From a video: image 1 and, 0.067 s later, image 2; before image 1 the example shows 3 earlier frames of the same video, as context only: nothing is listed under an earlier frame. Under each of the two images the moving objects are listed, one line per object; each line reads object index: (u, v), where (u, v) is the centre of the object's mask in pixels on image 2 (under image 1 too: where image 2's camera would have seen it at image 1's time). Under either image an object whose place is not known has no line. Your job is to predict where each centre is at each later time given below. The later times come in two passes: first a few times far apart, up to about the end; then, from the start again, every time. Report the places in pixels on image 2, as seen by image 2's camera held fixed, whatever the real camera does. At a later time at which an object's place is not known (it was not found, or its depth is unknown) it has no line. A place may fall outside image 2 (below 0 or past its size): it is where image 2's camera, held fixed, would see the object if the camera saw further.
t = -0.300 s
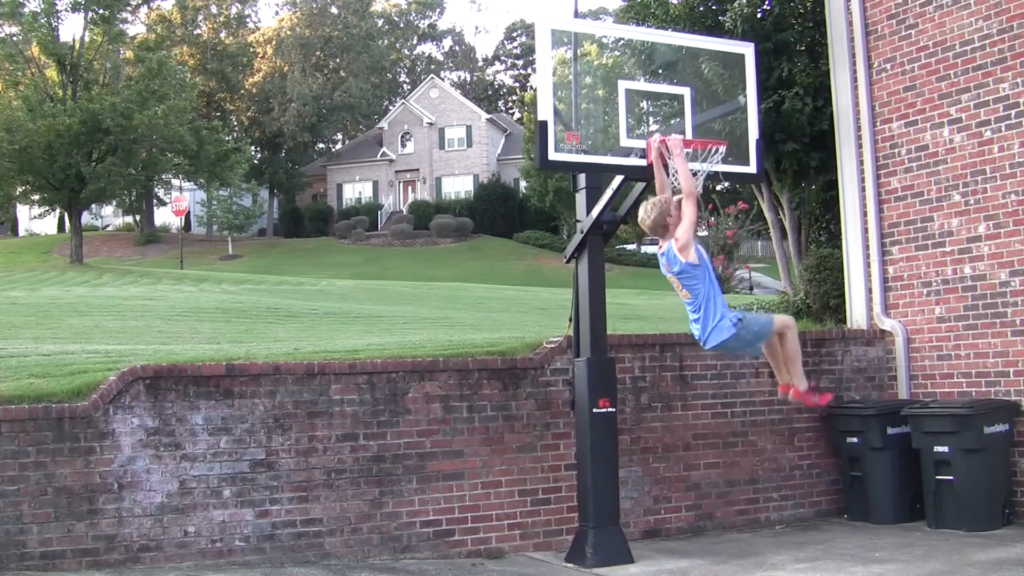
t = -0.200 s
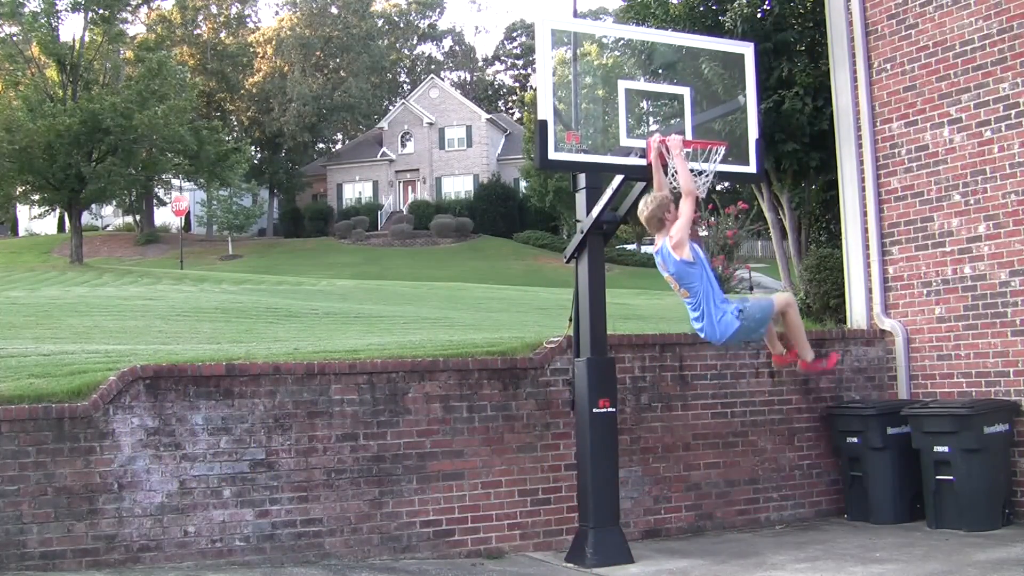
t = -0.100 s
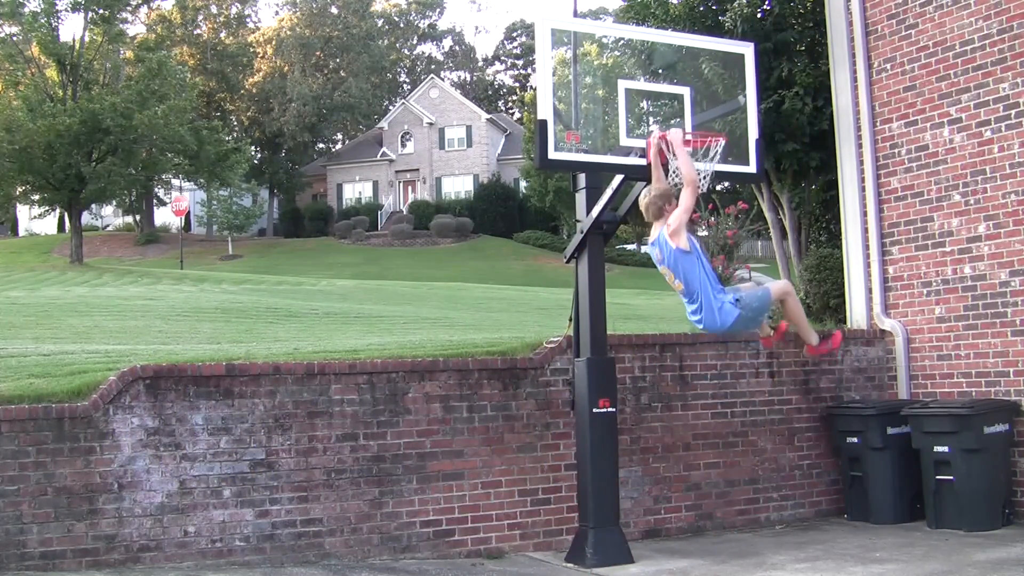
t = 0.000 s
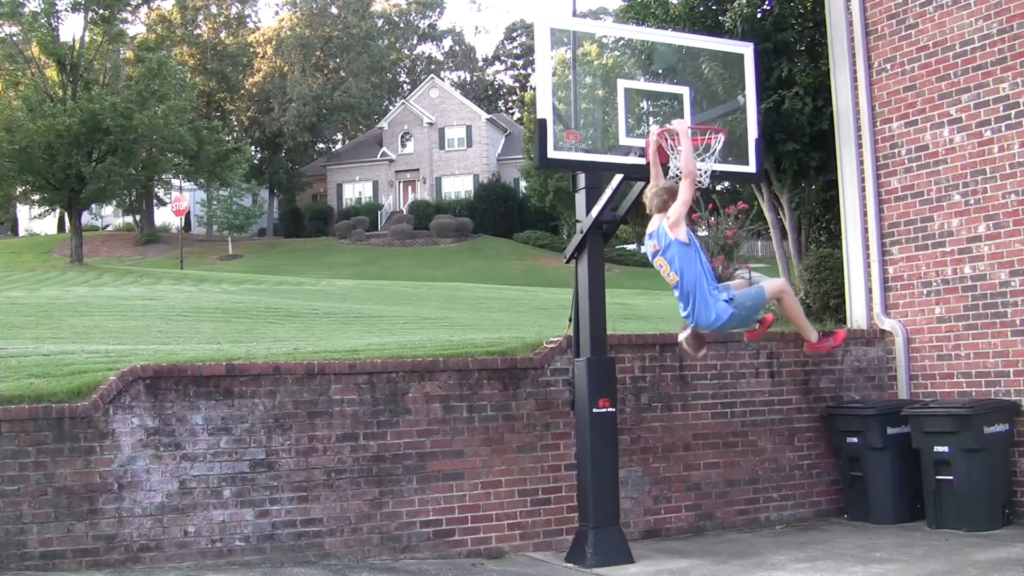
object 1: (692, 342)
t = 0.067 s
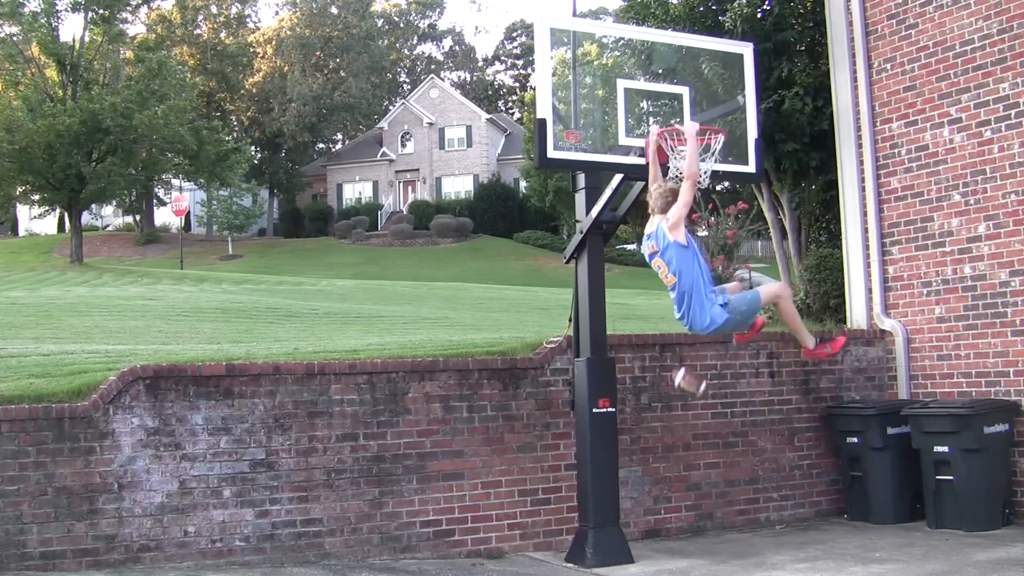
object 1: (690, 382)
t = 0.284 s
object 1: (685, 555)
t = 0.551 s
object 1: (781, 493)
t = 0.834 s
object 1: (885, 519)
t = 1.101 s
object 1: (979, 515)
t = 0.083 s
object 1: (688, 393)
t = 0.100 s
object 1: (688, 405)
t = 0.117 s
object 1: (688, 416)
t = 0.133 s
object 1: (687, 430)
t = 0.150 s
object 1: (687, 442)
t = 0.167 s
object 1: (687, 456)
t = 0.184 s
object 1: (686, 468)
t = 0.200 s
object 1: (686, 481)
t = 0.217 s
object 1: (686, 496)
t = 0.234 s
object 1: (685, 510)
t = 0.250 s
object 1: (685, 525)
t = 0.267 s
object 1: (685, 540)
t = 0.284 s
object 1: (685, 555)
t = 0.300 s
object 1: (687, 562)
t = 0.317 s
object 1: (694, 554)
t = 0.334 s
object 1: (701, 547)
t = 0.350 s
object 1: (706, 540)
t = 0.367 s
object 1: (712, 533)
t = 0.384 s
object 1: (718, 529)
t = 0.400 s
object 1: (725, 522)
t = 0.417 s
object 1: (730, 517)
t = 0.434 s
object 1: (735, 515)
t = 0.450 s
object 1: (746, 514)
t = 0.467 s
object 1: (751, 505)
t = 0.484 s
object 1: (755, 502)
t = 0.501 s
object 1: (761, 500)
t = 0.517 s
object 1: (768, 497)
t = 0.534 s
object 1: (774, 495)
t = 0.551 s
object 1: (781, 493)
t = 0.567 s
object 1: (787, 490)
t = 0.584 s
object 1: (793, 490)
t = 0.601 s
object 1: (799, 489)
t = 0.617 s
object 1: (806, 489)
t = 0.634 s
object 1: (812, 489)
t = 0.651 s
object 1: (818, 489)
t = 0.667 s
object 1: (823, 490)
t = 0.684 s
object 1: (830, 492)
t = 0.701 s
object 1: (837, 493)
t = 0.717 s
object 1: (844, 496)
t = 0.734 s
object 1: (849, 497)
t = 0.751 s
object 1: (855, 500)
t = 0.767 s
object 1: (861, 503)
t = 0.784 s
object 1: (867, 505)
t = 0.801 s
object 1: (873, 510)
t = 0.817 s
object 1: (879, 515)
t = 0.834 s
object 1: (885, 519)
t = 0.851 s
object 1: (892, 524)
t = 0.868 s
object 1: (897, 530)
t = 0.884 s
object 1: (903, 535)
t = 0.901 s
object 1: (910, 540)
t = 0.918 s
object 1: (917, 535)
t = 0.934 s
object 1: (923, 531)
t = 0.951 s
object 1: (928, 528)
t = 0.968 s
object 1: (934, 525)
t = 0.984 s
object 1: (939, 522)
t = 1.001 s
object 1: (944, 520)
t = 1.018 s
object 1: (950, 518)
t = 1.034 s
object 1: (956, 516)
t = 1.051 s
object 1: (962, 515)
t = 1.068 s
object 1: (968, 514)
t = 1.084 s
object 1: (974, 515)
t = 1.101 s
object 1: (979, 515)
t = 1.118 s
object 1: (986, 517)
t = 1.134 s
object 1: (991, 516)
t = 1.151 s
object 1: (997, 516)
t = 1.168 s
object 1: (1002, 517)
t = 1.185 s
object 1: (1008, 519)
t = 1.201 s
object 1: (1013, 521)
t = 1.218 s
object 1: (1017, 523)
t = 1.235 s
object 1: (1019, 528)
